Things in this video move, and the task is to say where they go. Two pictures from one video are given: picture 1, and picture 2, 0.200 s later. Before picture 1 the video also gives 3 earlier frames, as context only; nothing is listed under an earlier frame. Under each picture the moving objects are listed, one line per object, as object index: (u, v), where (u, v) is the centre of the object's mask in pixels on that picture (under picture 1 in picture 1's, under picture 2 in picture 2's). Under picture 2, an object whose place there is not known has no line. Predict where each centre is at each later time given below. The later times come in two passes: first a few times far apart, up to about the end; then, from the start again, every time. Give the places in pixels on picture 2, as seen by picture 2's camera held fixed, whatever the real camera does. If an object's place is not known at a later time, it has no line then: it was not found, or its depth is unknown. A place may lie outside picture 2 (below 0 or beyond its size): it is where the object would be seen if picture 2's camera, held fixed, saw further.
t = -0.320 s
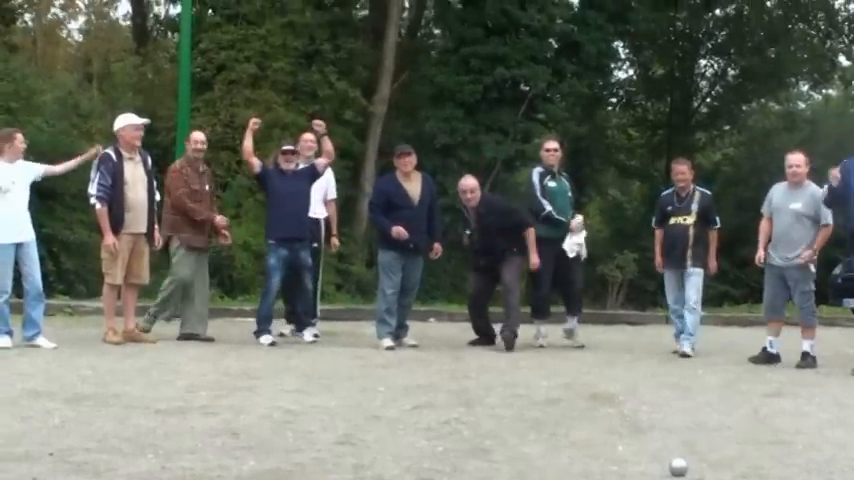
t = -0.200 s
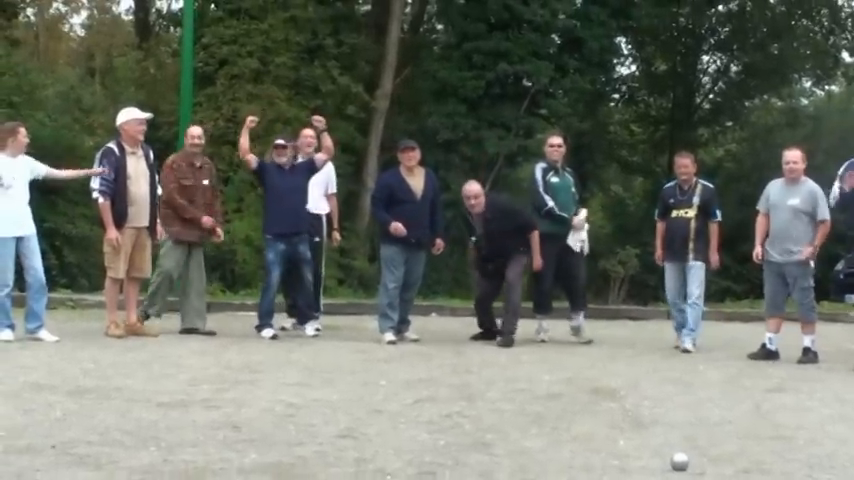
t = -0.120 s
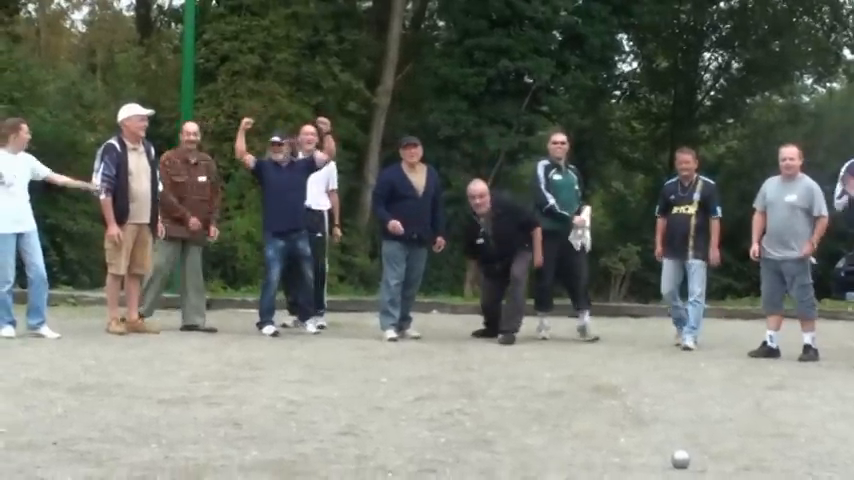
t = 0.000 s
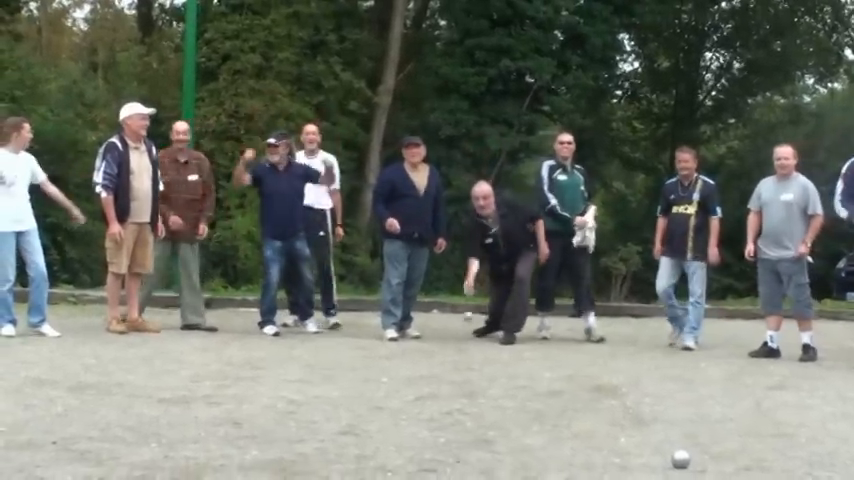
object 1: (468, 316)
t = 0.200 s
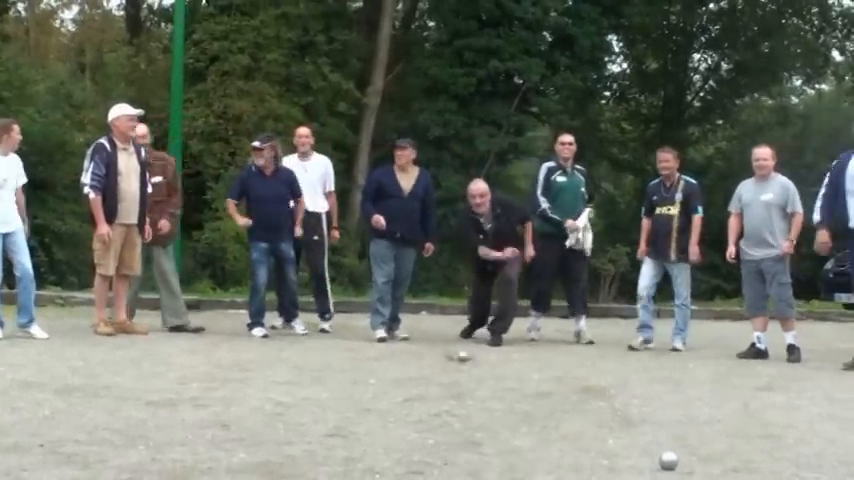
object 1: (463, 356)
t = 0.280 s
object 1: (466, 365)
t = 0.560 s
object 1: (485, 405)
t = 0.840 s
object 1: (511, 473)
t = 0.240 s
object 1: (464, 361)
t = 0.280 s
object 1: (466, 365)
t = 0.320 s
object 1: (469, 369)
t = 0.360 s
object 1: (472, 375)
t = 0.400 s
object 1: (475, 381)
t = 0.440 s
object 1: (477, 388)
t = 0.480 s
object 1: (479, 395)
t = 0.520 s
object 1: (483, 400)
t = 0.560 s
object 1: (485, 405)
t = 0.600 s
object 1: (488, 417)
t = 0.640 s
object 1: (491, 432)
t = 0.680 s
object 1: (494, 437)
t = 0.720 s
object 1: (498, 447)
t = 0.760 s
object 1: (502, 463)
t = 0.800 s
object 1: (506, 466)
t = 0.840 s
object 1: (511, 473)
